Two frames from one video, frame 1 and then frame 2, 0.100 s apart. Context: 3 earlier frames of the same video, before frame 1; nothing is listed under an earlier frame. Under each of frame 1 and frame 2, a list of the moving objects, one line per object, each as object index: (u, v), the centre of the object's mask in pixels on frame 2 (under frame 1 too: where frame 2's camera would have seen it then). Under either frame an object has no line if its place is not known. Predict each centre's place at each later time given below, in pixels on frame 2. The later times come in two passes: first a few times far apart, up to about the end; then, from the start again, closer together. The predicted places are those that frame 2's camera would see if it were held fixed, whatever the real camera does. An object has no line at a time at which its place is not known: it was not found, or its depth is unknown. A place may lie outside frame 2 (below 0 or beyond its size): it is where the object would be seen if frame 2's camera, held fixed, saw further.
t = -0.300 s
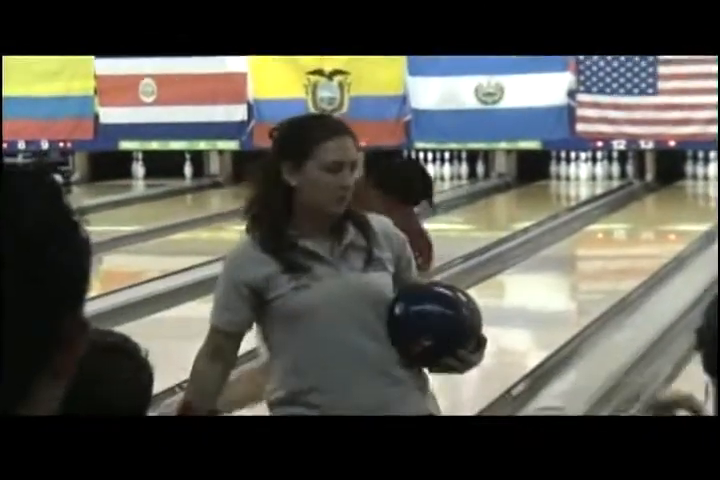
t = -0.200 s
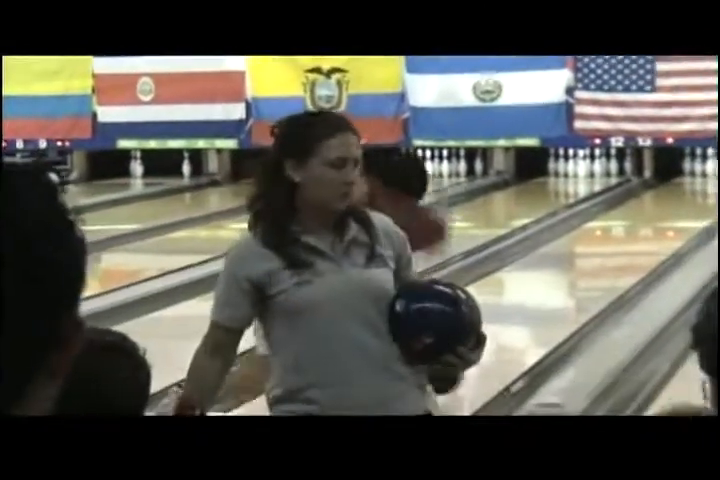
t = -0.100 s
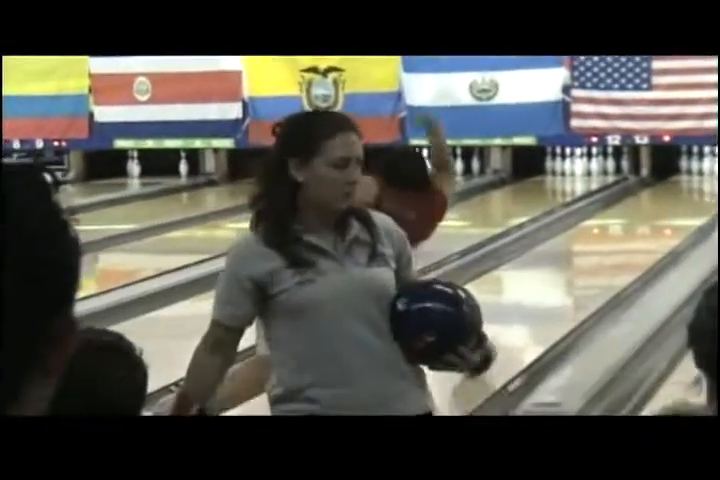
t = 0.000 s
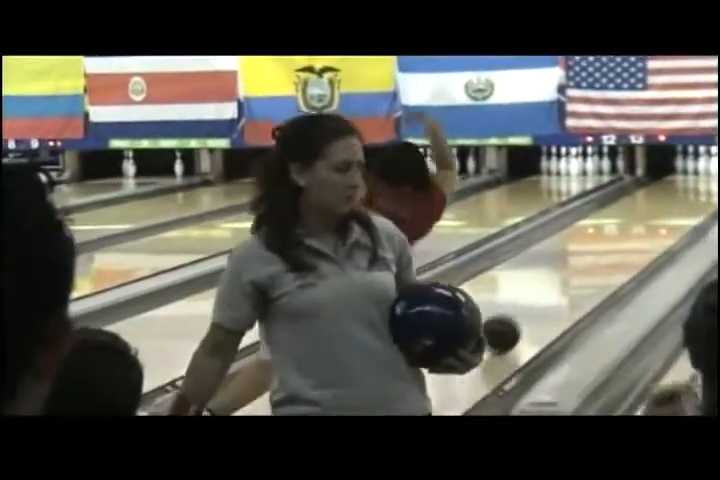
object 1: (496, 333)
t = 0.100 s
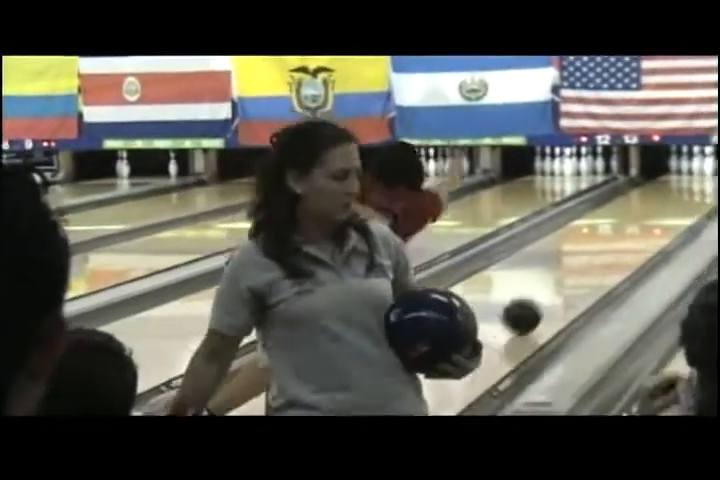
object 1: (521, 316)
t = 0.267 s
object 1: (560, 290)
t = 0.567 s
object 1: (615, 256)
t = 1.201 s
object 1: (690, 207)
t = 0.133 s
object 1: (530, 310)
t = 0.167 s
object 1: (538, 305)
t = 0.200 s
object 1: (545, 300)
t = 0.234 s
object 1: (553, 295)
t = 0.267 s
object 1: (560, 290)
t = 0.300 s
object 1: (567, 286)
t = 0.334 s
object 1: (574, 282)
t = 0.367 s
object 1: (580, 278)
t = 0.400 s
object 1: (587, 274)
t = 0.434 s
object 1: (593, 270)
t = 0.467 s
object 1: (599, 266)
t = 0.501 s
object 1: (605, 263)
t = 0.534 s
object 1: (610, 260)
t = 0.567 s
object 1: (615, 256)
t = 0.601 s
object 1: (621, 252)
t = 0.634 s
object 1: (625, 249)
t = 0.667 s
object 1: (630, 246)
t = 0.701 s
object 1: (635, 243)
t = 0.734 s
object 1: (639, 240)
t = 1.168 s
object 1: (687, 209)
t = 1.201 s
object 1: (690, 207)
